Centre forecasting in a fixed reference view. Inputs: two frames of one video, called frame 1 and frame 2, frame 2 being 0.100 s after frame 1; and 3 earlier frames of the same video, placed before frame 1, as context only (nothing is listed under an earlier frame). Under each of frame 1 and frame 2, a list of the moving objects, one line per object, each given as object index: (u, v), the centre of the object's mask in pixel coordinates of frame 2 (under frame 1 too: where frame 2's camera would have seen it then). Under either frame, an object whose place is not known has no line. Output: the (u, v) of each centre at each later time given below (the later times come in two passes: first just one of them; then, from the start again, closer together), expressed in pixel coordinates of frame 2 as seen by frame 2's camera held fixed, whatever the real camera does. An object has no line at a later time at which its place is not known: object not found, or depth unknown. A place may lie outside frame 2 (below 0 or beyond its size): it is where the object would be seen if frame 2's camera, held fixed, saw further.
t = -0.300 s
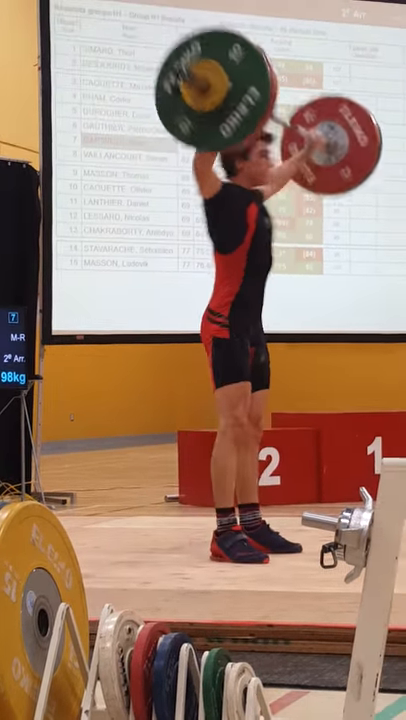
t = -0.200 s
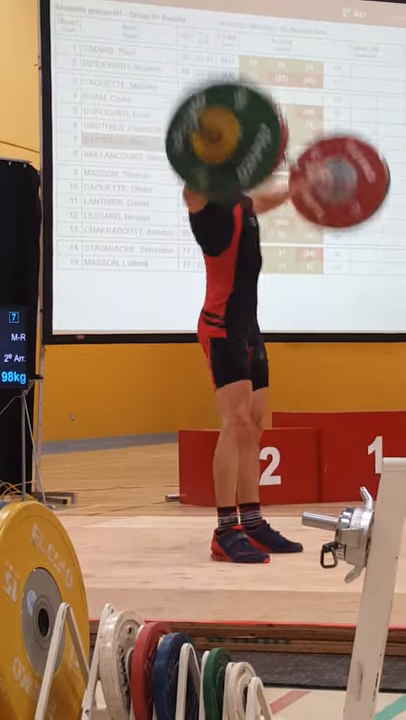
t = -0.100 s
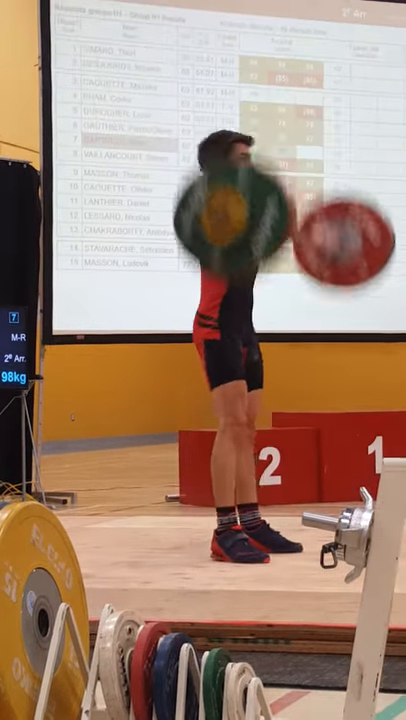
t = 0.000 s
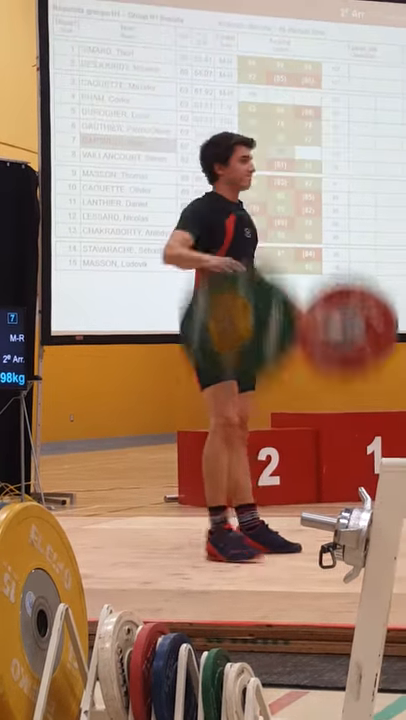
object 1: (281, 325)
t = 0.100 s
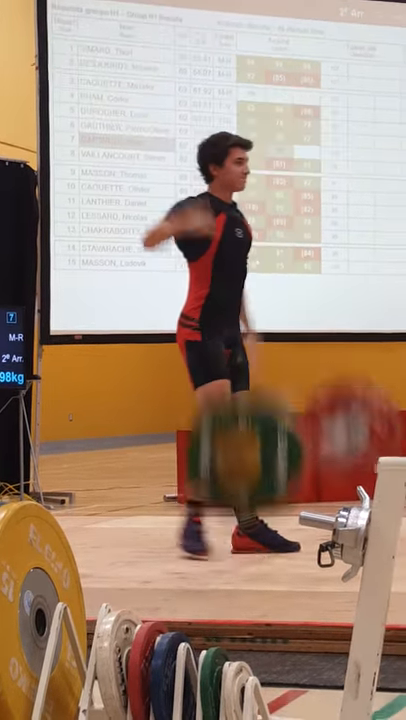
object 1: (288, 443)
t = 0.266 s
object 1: (297, 444)
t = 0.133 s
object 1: (290, 483)
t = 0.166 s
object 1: (279, 490)
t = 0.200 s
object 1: (290, 470)
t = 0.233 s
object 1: (293, 456)
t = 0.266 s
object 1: (297, 444)
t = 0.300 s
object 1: (299, 433)
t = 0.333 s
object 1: (296, 419)
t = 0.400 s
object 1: (296, 409)
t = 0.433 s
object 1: (296, 407)
